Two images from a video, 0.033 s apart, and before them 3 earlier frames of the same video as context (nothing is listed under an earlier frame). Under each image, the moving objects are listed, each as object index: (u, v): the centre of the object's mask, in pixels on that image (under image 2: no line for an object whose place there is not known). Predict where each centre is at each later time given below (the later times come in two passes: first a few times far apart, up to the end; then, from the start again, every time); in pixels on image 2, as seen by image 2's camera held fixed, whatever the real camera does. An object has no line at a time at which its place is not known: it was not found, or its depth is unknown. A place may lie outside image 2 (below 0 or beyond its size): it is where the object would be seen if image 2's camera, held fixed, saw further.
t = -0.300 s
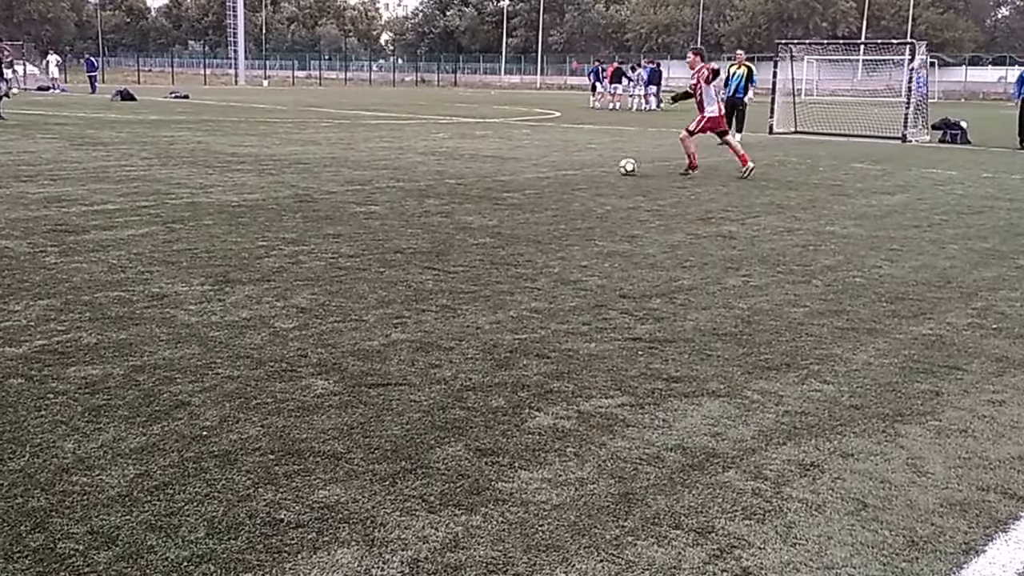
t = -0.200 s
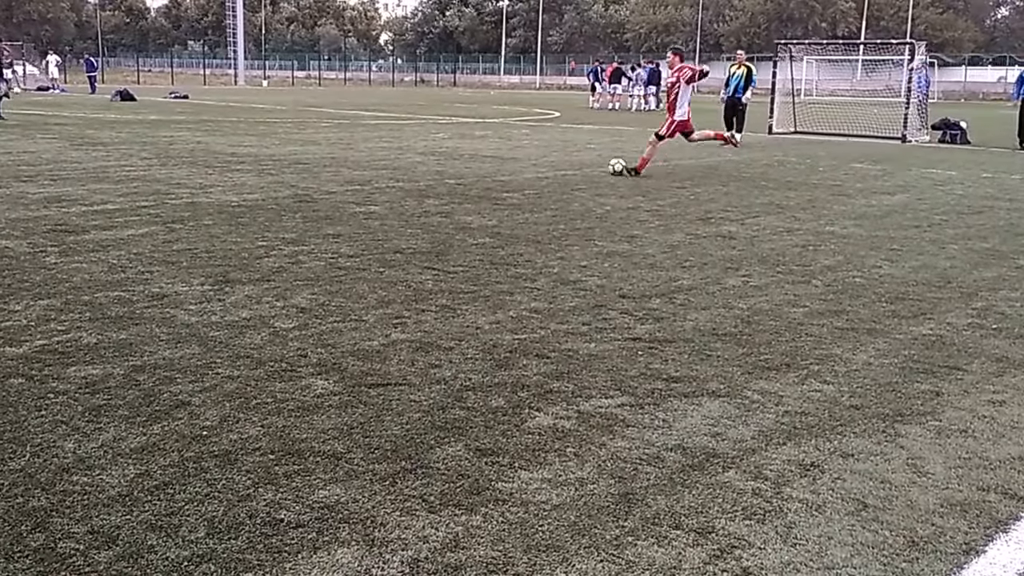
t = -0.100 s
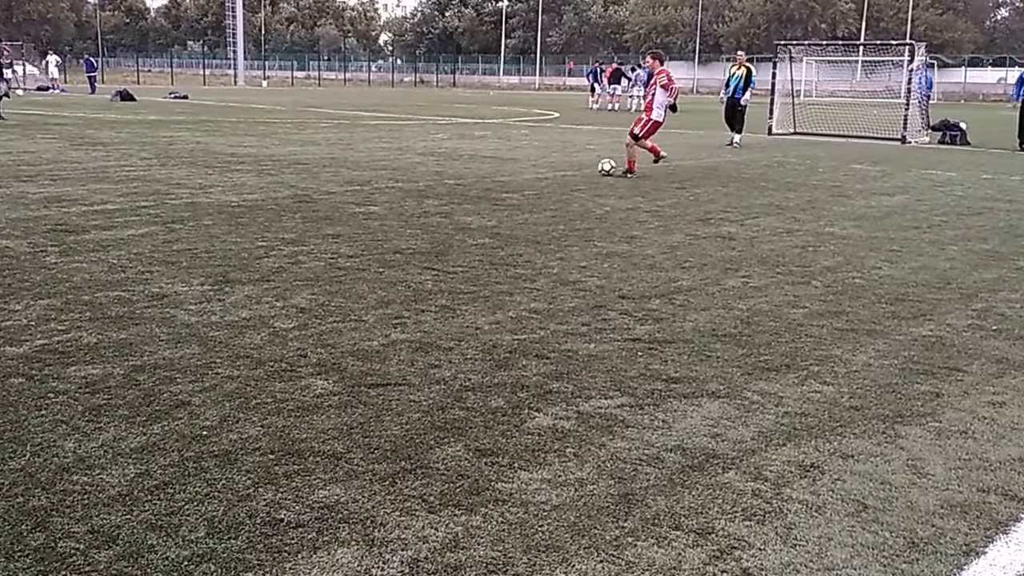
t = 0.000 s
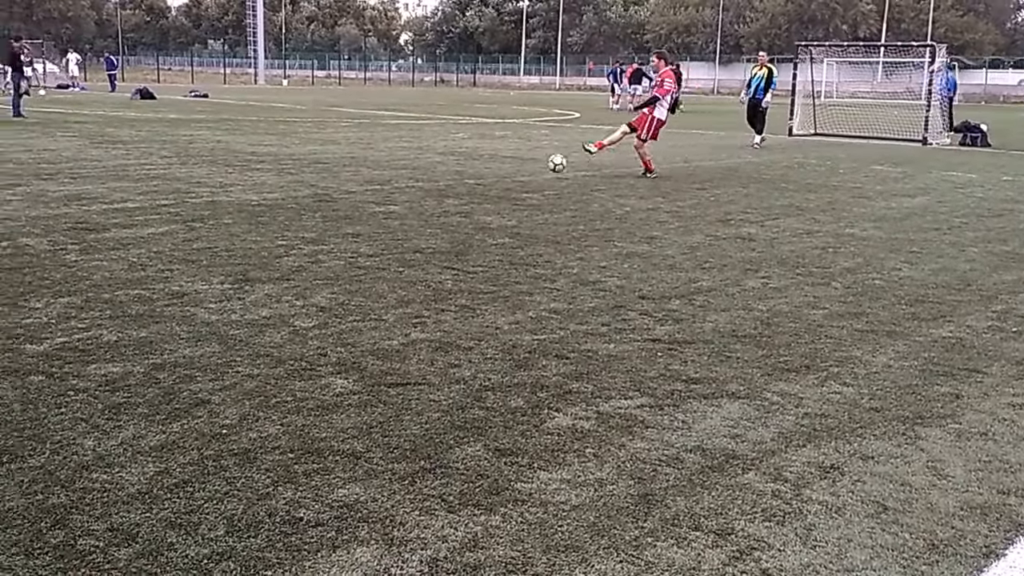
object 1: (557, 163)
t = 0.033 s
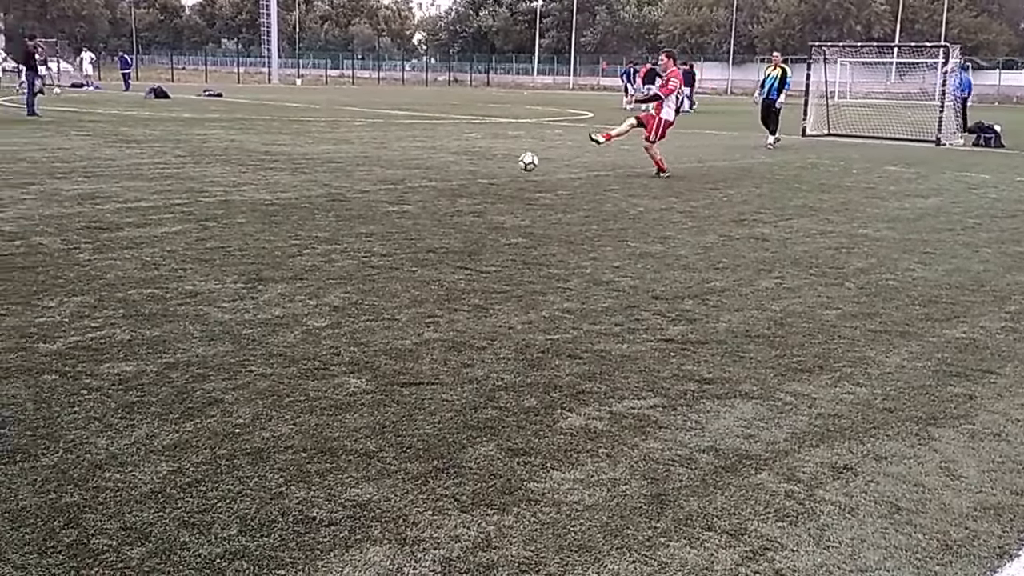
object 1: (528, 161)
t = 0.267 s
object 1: (167, 190)
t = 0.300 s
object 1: (109, 189)
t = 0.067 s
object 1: (485, 161)
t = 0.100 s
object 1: (439, 161)
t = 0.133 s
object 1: (390, 163)
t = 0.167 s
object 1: (339, 167)
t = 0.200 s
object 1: (284, 173)
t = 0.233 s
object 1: (227, 180)
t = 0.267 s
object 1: (167, 190)
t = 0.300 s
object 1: (109, 189)
